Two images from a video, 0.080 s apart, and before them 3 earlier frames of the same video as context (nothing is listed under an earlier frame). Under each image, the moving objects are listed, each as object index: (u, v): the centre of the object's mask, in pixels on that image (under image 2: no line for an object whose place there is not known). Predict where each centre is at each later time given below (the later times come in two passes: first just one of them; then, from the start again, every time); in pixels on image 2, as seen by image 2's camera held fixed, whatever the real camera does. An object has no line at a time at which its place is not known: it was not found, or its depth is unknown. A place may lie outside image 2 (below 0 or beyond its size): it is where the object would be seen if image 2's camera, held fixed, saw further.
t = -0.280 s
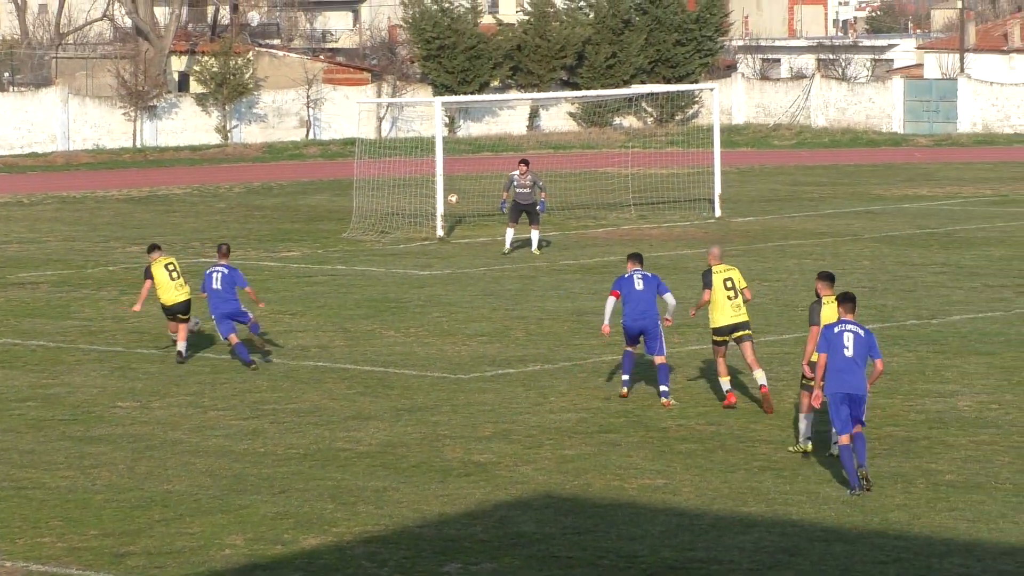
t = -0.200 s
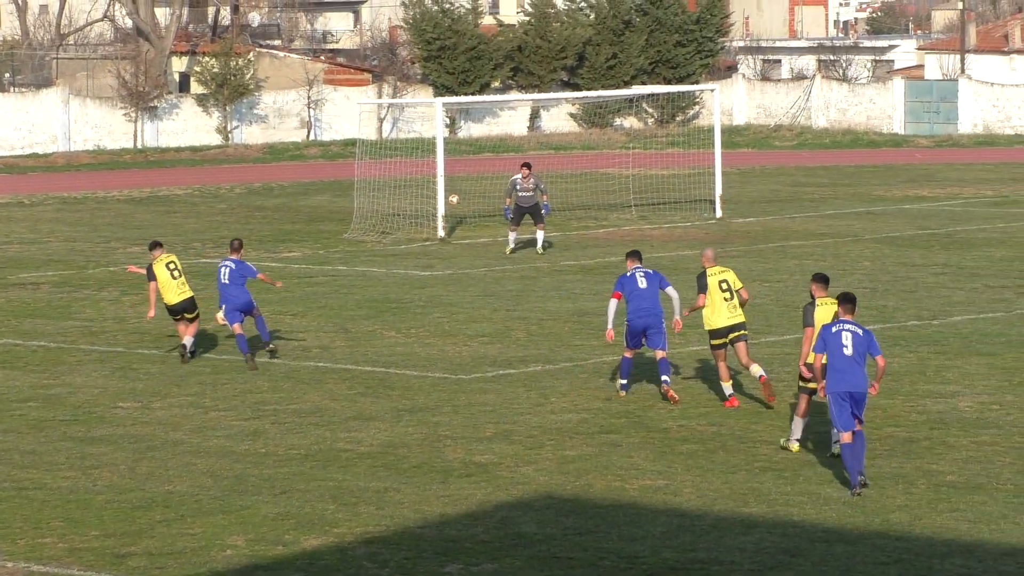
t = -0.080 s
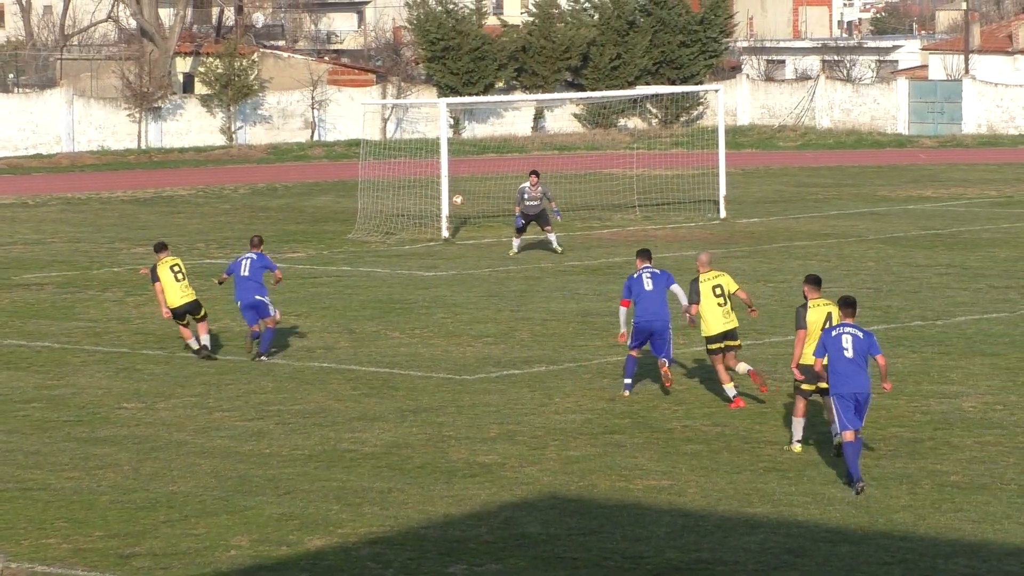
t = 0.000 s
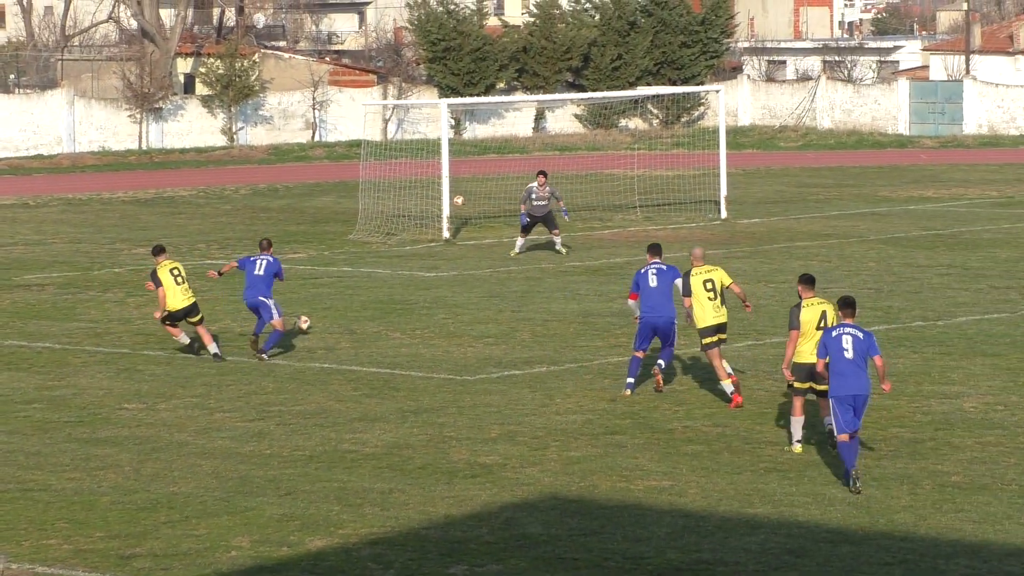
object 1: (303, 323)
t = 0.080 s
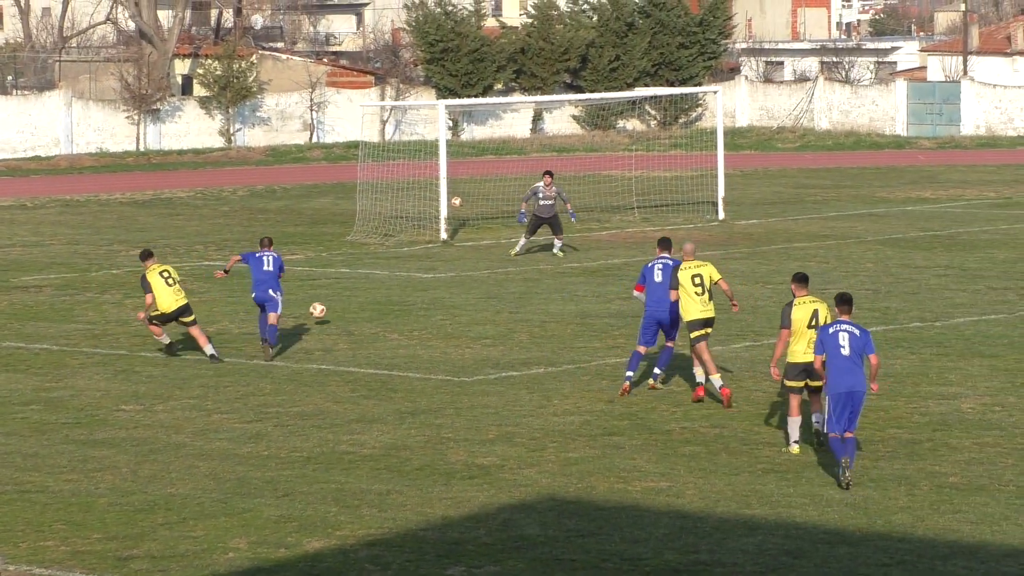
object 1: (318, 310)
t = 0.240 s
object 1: (348, 297)
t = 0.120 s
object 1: (326, 305)
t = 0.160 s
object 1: (333, 301)
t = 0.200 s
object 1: (341, 299)
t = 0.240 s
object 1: (348, 297)
